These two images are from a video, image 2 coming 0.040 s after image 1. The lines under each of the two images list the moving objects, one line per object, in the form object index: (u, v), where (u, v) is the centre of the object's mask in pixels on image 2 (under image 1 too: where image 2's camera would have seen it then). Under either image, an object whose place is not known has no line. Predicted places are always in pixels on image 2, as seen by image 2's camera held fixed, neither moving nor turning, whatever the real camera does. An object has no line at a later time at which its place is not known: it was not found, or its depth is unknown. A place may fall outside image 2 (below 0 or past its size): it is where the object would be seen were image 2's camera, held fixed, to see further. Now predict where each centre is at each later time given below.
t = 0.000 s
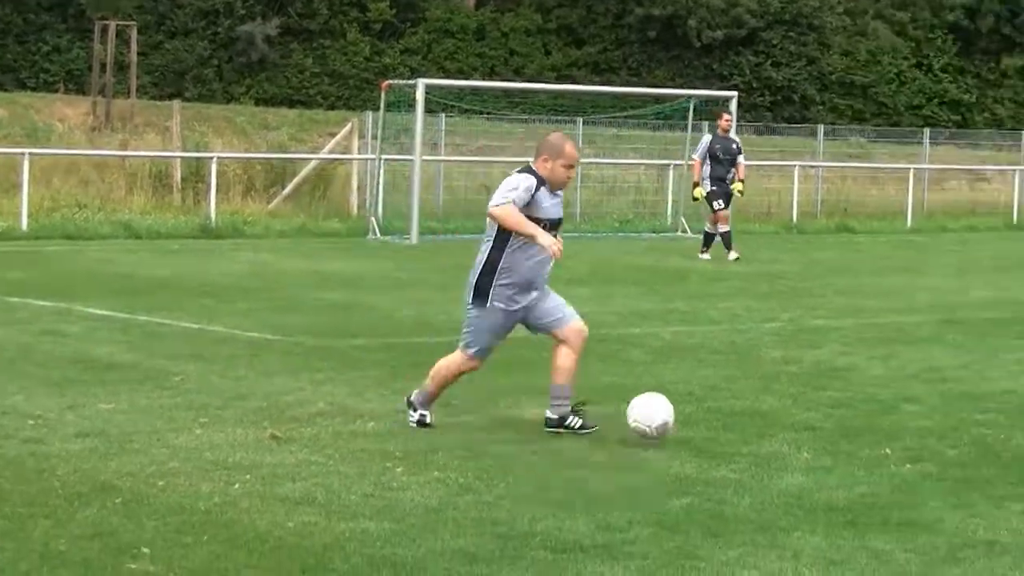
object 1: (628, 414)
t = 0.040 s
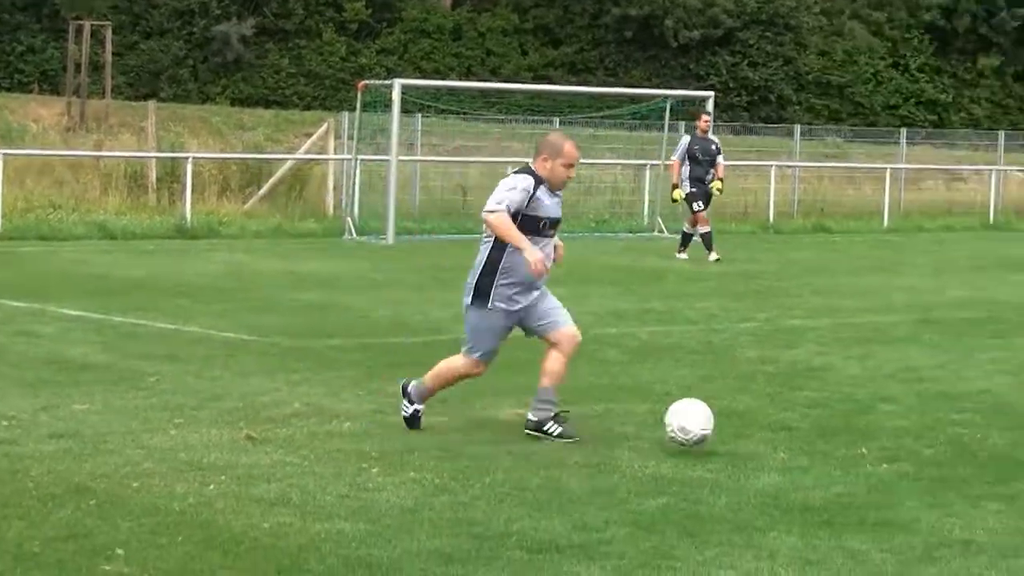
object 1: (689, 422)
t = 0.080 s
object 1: (753, 431)
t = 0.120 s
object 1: (819, 447)
